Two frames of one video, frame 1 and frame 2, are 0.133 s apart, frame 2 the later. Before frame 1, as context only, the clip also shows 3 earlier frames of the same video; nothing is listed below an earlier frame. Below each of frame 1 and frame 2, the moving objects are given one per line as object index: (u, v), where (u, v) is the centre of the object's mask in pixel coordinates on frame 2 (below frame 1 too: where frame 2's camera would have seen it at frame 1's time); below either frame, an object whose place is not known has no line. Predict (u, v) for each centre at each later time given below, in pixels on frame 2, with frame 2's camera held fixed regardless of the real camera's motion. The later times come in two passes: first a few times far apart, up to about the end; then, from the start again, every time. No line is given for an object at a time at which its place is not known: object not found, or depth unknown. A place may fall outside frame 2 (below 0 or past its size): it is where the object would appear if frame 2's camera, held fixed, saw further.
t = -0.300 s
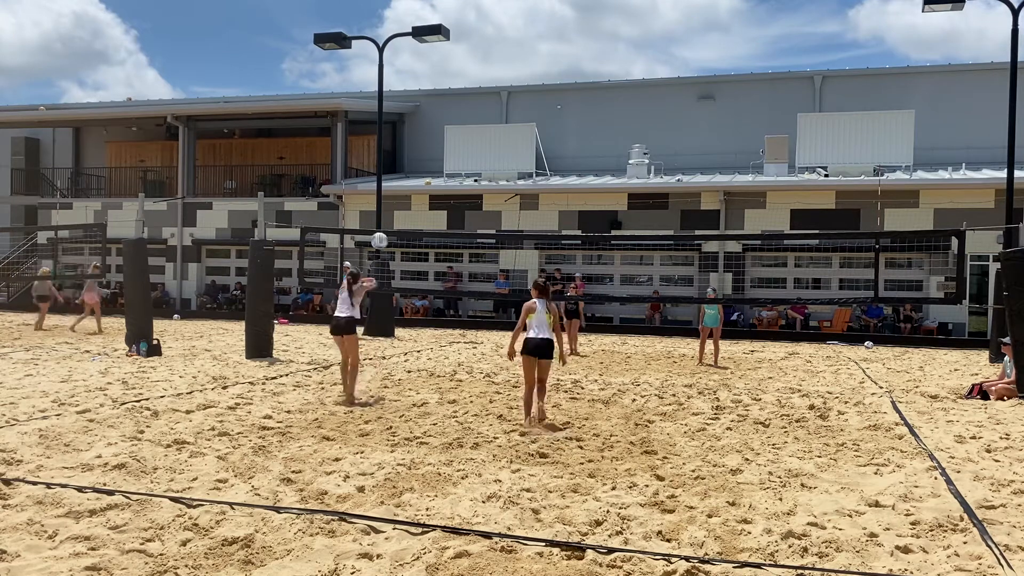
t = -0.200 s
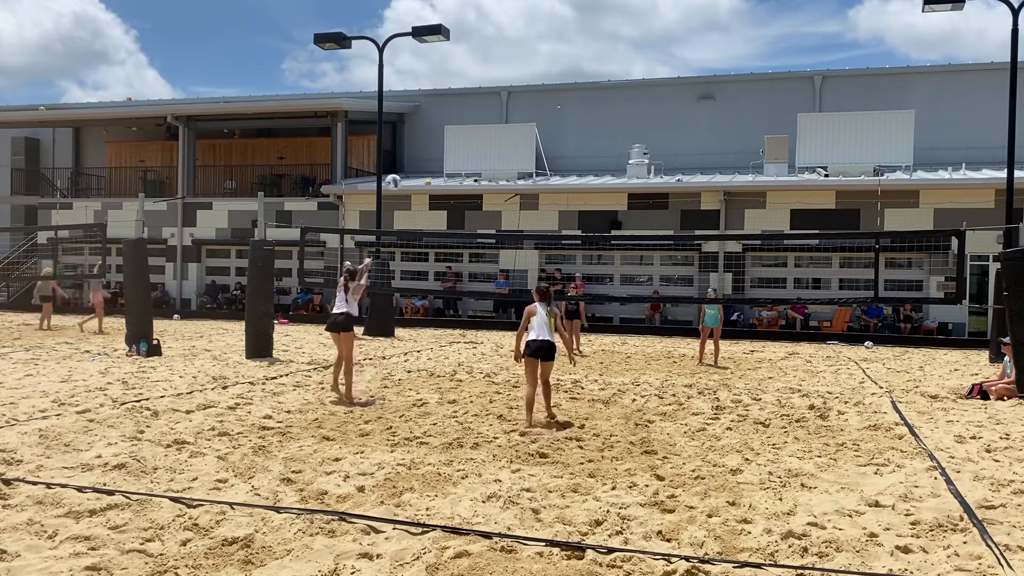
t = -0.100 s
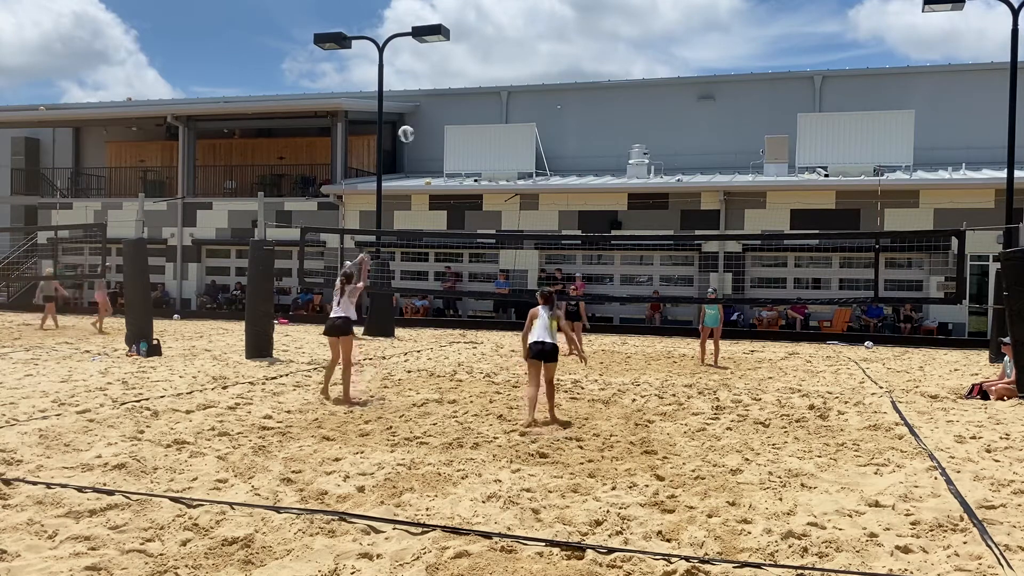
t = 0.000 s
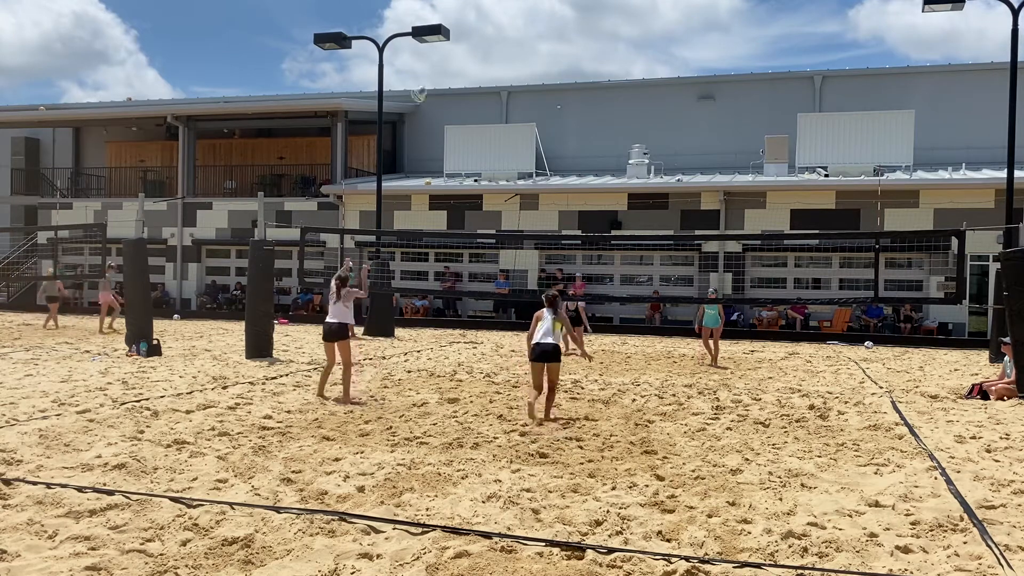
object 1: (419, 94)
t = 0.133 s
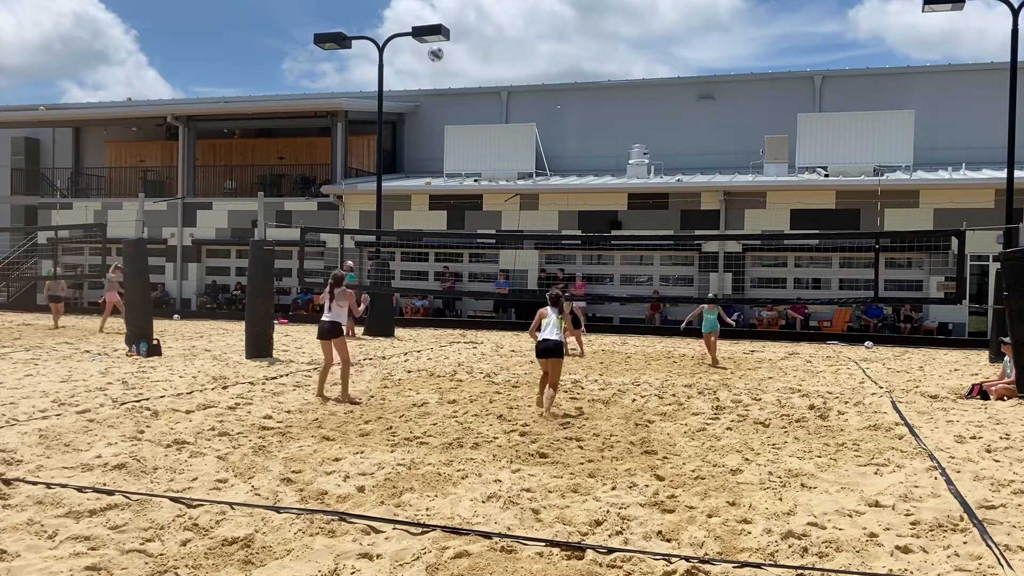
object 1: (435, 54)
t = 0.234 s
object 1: (448, 33)
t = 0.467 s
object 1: (474, 16)
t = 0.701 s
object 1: (496, 36)
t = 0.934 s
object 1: (516, 92)
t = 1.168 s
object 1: (532, 176)
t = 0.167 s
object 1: (439, 47)
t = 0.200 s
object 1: (443, 40)
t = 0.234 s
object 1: (448, 33)
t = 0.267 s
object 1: (452, 29)
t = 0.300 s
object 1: (455, 25)
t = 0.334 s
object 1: (458, 21)
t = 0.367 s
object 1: (463, 18)
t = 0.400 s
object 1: (466, 17)
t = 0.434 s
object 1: (470, 16)
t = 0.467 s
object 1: (474, 16)
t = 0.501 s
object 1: (477, 16)
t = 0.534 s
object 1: (480, 18)
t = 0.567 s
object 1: (484, 21)
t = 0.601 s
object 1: (487, 24)
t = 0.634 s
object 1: (490, 28)
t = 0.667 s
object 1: (493, 32)
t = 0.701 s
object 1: (496, 36)
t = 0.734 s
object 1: (499, 42)
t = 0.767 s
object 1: (502, 49)
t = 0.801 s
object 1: (505, 56)
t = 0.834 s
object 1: (508, 64)
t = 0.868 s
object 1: (511, 72)
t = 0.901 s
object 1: (513, 82)
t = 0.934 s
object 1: (516, 92)
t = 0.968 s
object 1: (518, 102)
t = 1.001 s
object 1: (521, 113)
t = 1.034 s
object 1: (524, 124)
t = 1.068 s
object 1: (526, 136)
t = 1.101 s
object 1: (527, 148)
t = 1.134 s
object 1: (531, 161)
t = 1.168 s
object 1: (532, 176)
